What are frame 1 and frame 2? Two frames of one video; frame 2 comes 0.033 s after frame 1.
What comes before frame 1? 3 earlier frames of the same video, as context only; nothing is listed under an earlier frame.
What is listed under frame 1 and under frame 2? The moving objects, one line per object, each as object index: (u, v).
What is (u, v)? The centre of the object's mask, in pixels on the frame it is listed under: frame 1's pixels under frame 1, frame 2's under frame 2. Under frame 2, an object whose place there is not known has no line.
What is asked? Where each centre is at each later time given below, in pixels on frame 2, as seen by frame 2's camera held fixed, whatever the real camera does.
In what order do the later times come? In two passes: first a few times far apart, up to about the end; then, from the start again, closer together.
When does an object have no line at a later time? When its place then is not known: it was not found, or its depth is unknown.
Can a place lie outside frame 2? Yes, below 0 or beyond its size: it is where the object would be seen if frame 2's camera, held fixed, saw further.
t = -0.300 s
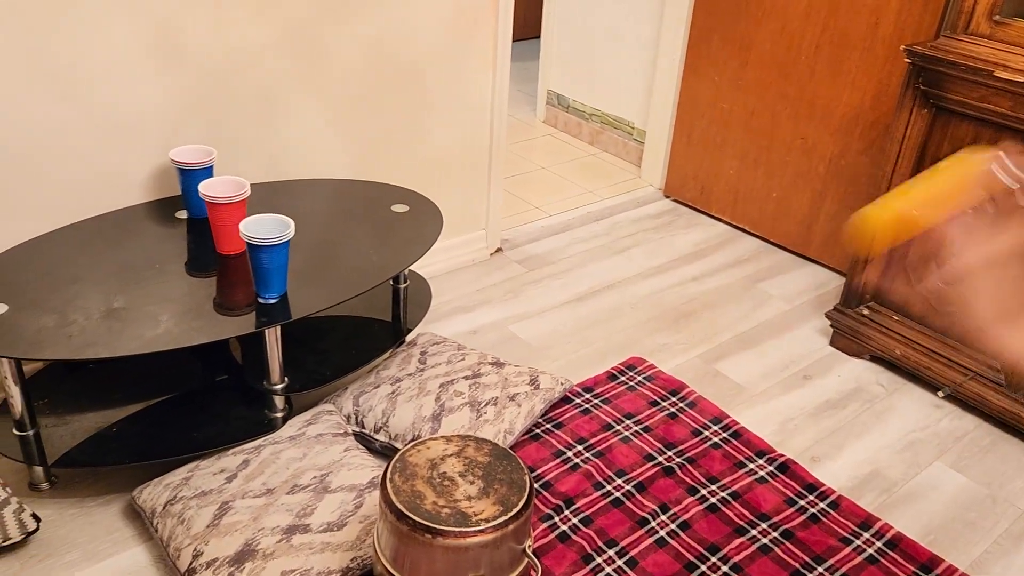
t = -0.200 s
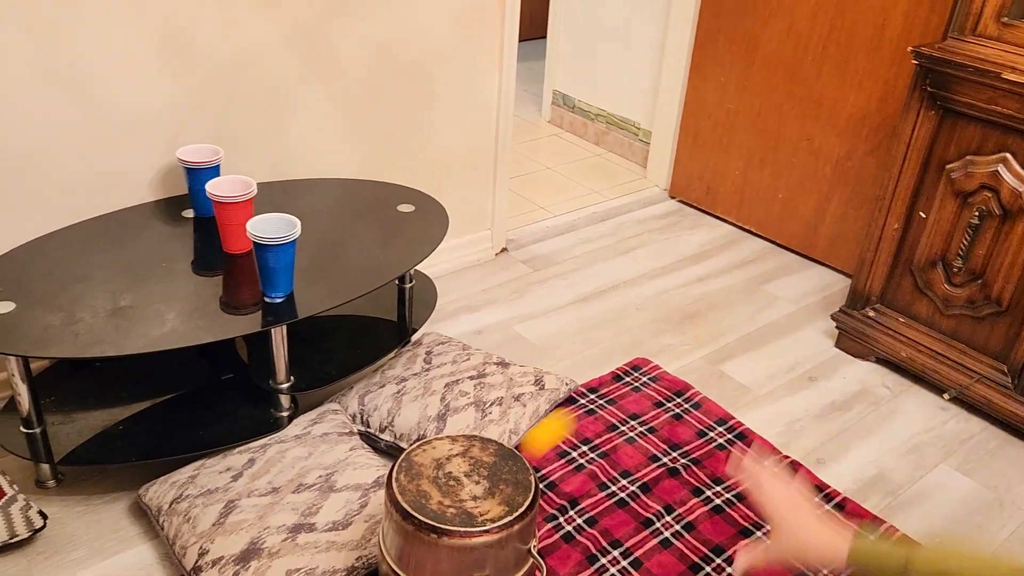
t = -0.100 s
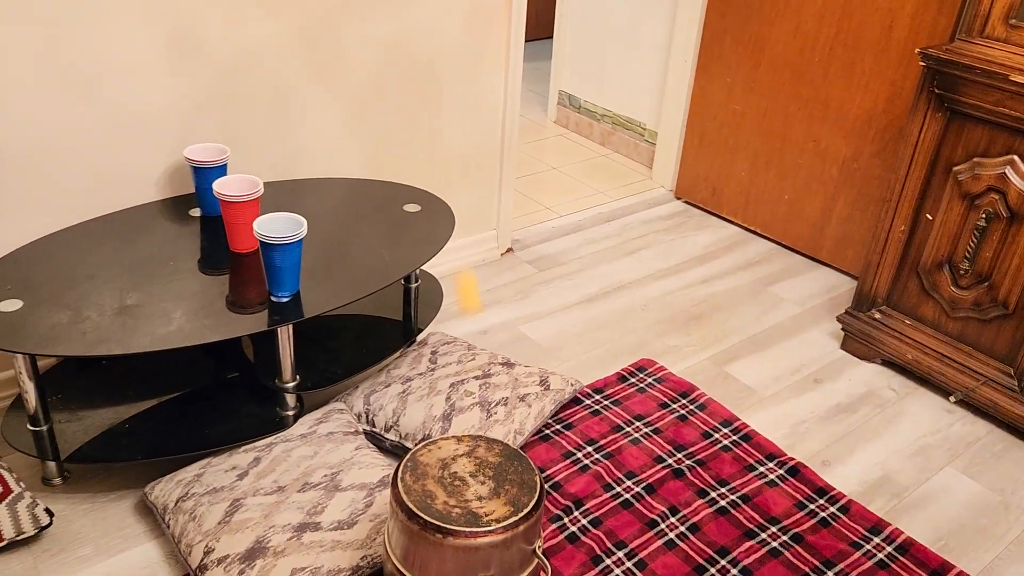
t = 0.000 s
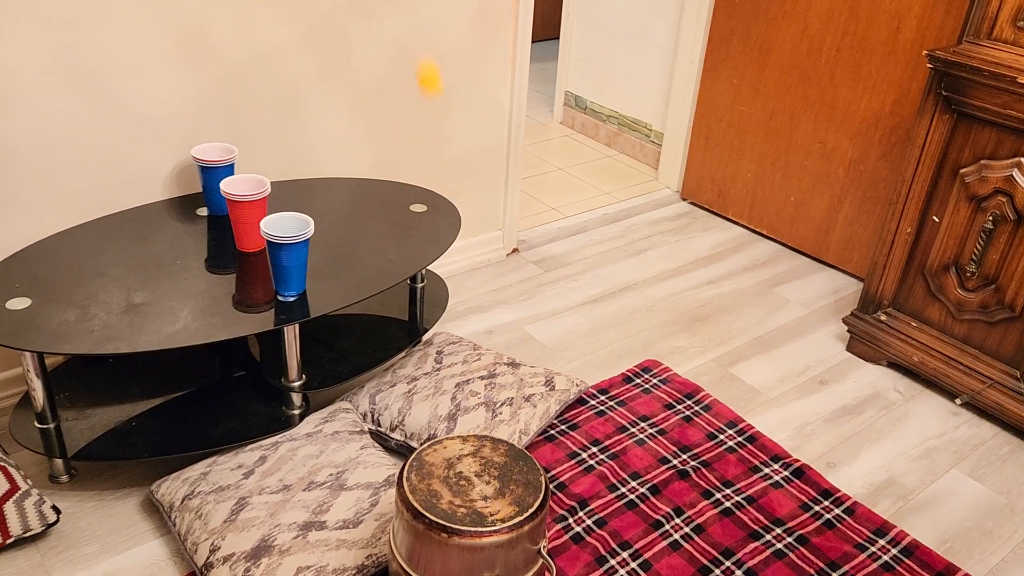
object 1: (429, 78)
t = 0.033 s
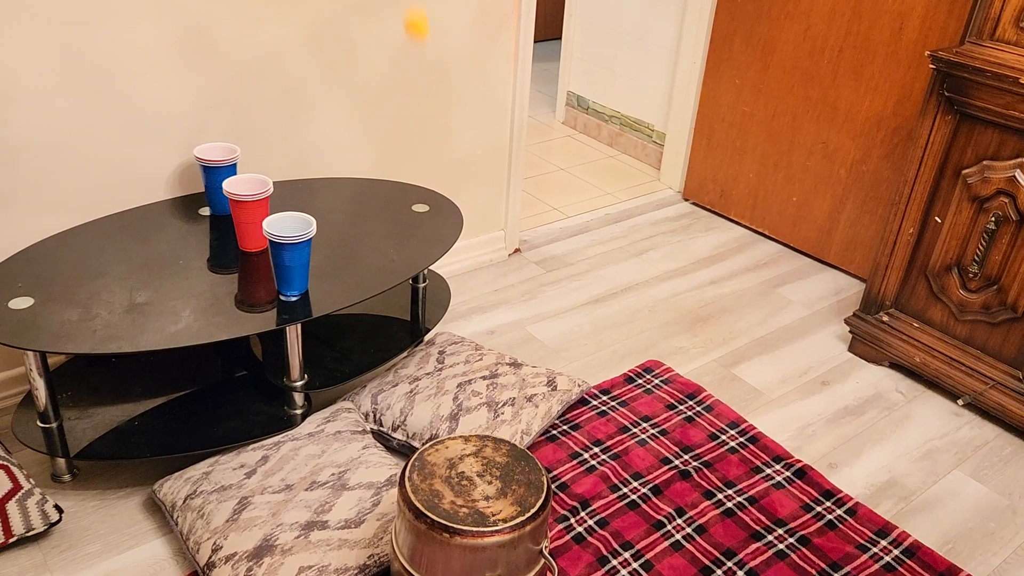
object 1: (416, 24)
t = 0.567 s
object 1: (345, 144)
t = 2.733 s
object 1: (722, 222)
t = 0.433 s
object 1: (297, 0)
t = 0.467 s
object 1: (301, 24)
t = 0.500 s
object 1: (317, 59)
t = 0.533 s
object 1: (331, 100)
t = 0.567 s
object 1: (345, 144)
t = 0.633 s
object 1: (366, 166)
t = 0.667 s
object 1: (373, 139)
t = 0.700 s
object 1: (380, 117)
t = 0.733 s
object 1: (386, 100)
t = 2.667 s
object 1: (727, 220)
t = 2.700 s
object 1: (726, 220)
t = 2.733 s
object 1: (722, 222)
